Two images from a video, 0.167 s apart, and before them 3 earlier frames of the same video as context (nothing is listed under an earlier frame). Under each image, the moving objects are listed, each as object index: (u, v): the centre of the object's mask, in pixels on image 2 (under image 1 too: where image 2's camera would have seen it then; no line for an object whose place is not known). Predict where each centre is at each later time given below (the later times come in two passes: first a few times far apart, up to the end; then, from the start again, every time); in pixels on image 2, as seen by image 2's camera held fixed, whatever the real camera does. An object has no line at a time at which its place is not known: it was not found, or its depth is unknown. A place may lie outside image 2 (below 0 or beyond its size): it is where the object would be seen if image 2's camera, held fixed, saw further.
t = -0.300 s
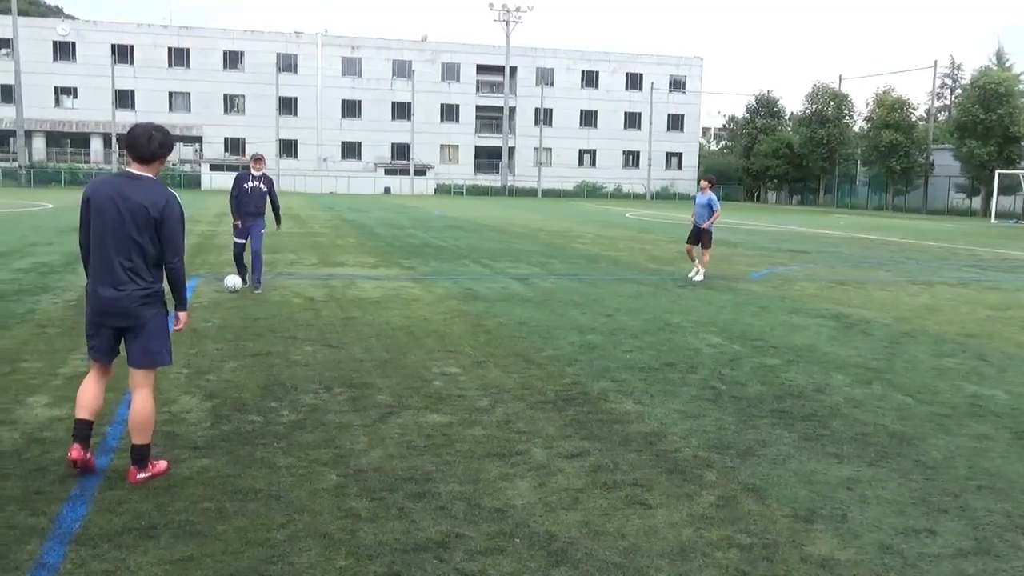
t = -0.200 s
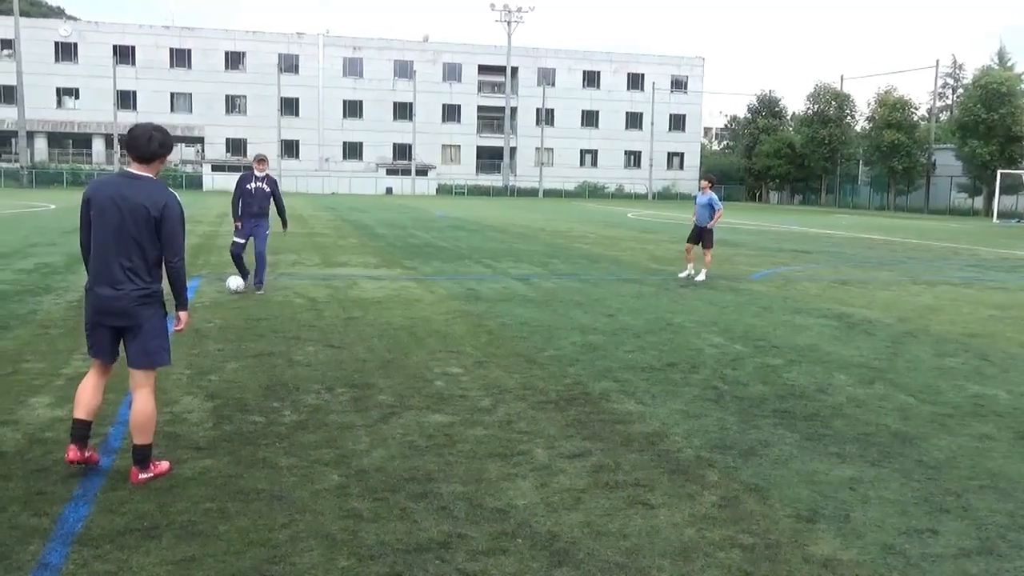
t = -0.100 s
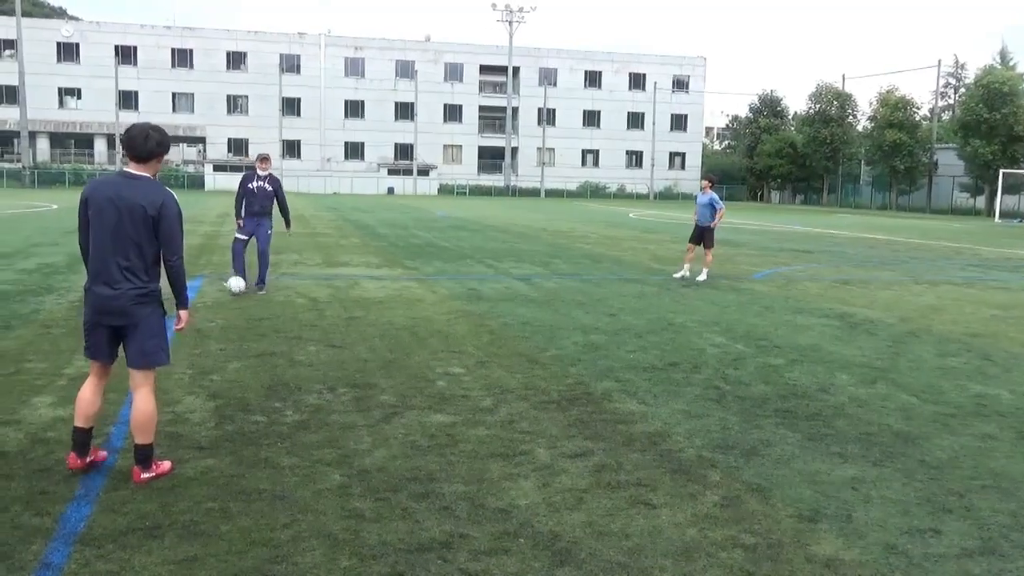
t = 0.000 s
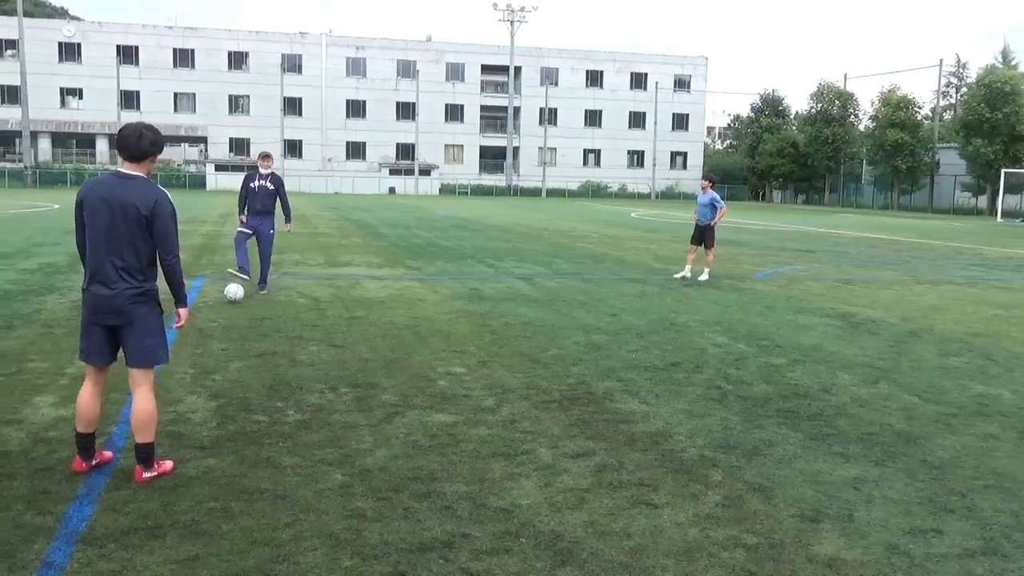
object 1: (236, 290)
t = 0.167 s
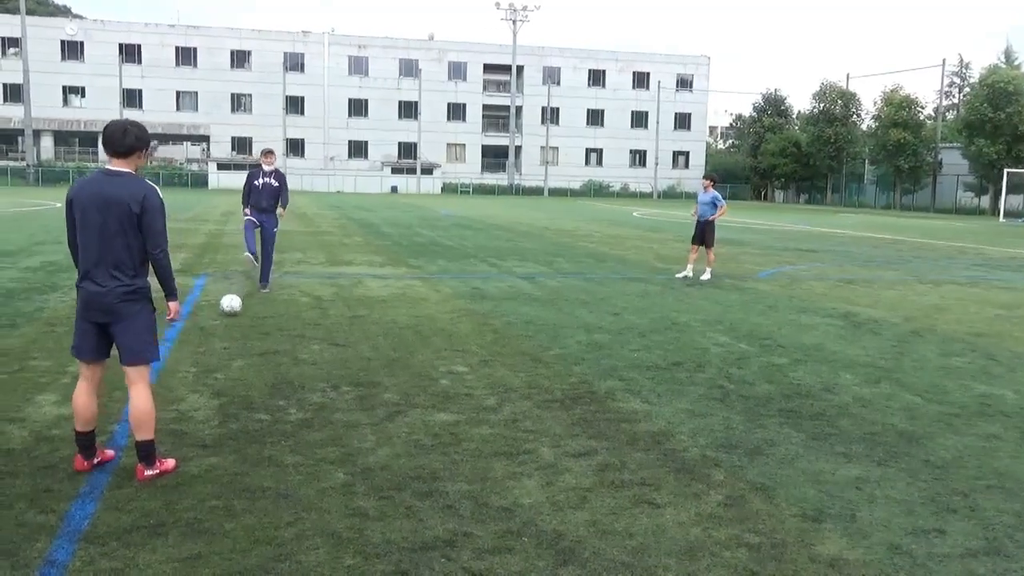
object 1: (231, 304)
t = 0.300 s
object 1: (226, 311)
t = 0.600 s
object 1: (219, 340)
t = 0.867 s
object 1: (216, 366)
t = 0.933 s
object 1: (214, 373)
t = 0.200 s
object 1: (230, 306)
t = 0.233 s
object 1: (228, 306)
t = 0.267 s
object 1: (227, 308)
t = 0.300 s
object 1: (226, 311)
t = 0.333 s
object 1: (225, 316)
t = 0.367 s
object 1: (224, 320)
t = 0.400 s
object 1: (223, 321)
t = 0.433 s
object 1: (222, 324)
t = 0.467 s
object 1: (222, 327)
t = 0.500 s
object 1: (221, 331)
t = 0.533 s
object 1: (220, 333)
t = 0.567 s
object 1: (220, 336)
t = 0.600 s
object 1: (219, 340)
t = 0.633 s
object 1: (219, 342)
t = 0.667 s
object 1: (218, 344)
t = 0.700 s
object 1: (218, 348)
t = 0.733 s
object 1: (217, 351)
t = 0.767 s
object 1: (217, 354)
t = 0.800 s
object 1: (216, 359)
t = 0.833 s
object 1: (216, 362)
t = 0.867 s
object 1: (216, 366)
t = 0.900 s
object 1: (215, 370)
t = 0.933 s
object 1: (214, 373)
